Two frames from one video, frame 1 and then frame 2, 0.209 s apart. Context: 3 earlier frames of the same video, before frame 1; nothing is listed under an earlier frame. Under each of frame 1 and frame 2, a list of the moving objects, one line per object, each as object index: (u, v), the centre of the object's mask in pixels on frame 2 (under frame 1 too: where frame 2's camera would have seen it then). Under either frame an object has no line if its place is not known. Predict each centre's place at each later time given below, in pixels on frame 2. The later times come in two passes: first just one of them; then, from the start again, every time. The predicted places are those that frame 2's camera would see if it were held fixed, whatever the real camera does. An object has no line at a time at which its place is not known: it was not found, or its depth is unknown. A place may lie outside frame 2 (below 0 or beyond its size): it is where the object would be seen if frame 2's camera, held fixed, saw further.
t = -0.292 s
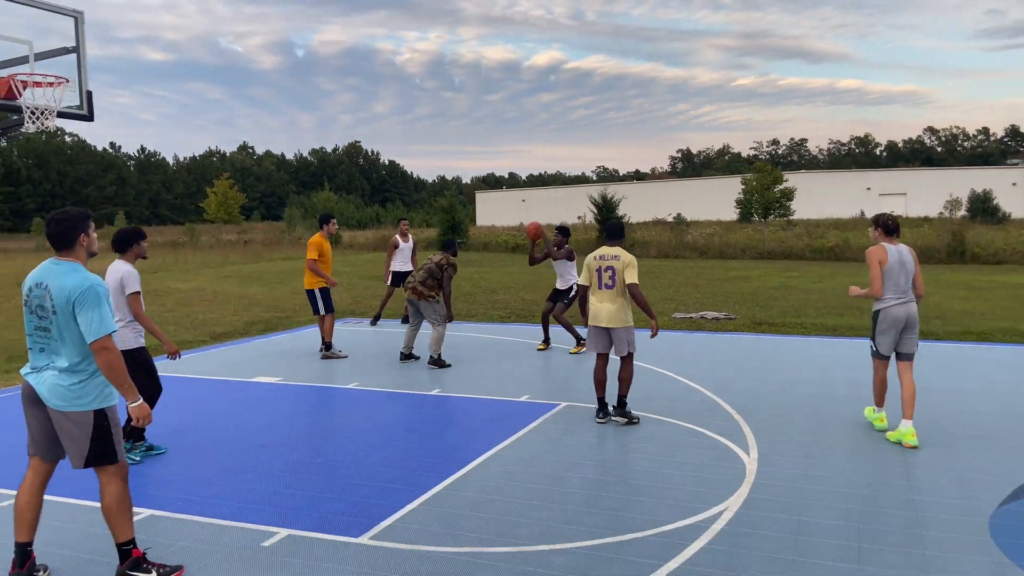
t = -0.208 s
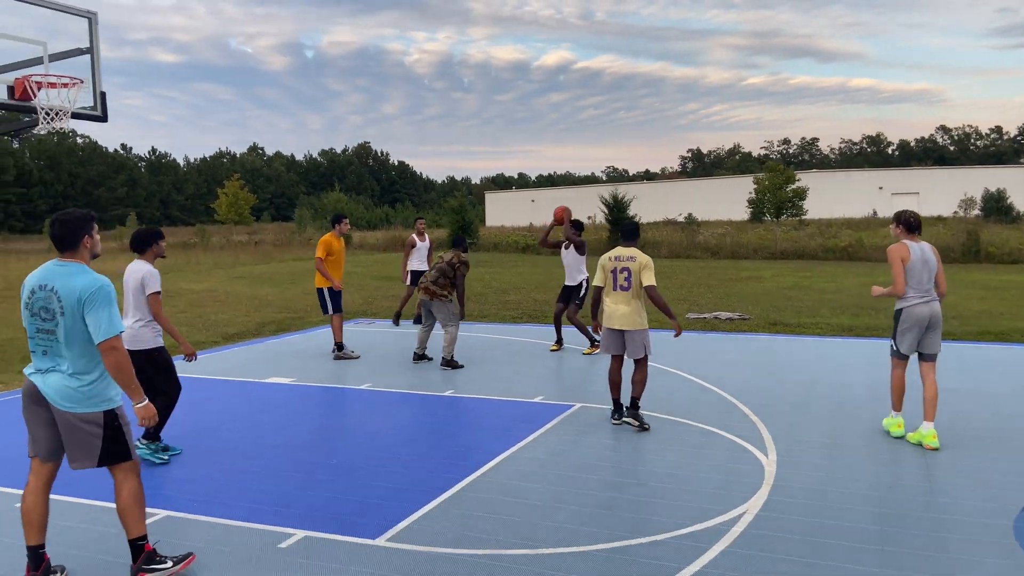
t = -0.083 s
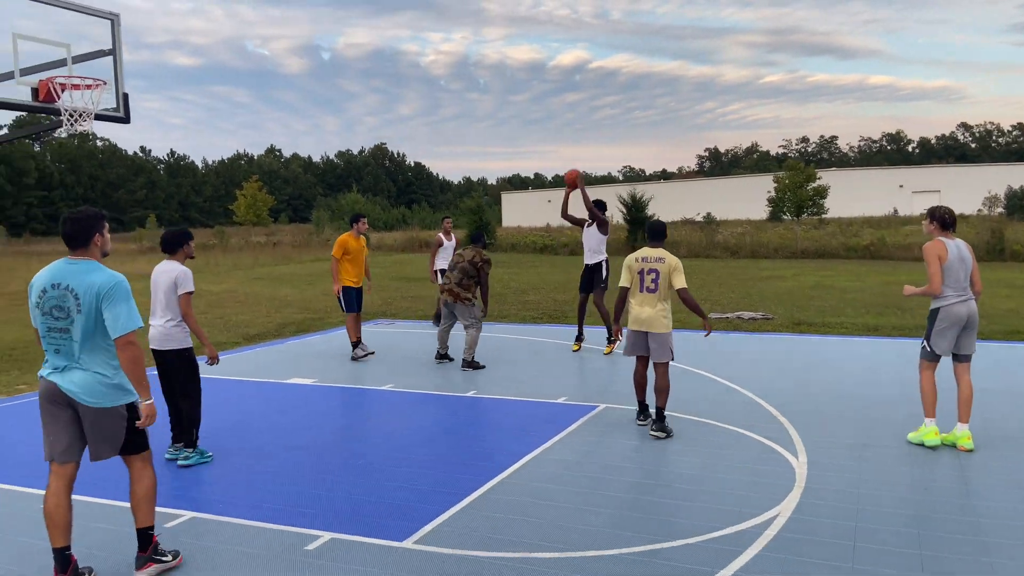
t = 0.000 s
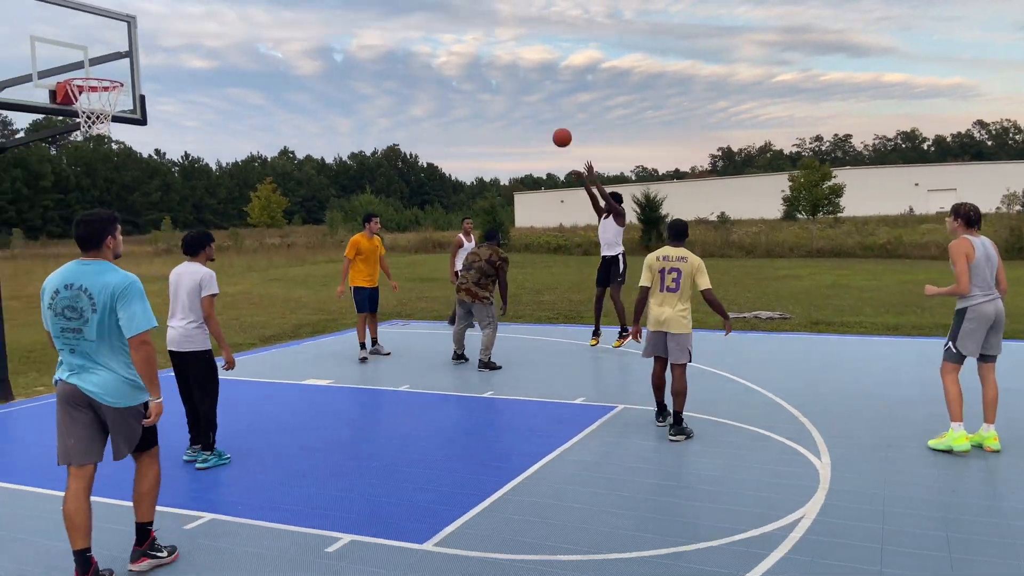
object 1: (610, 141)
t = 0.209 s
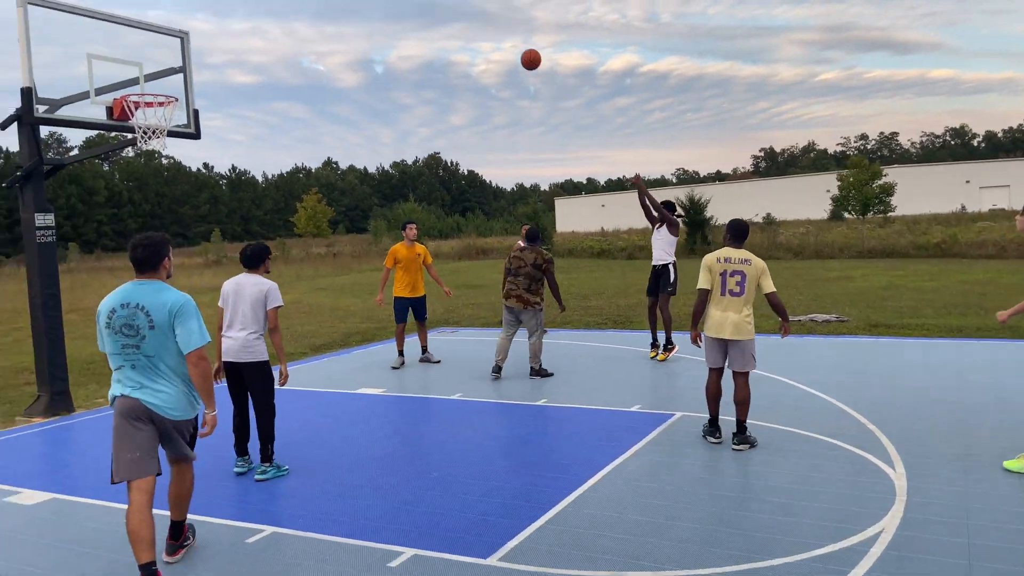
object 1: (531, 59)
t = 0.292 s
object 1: (498, 35)
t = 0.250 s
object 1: (515, 46)
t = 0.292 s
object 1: (498, 35)
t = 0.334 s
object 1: (482, 24)
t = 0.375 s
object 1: (465, 15)
